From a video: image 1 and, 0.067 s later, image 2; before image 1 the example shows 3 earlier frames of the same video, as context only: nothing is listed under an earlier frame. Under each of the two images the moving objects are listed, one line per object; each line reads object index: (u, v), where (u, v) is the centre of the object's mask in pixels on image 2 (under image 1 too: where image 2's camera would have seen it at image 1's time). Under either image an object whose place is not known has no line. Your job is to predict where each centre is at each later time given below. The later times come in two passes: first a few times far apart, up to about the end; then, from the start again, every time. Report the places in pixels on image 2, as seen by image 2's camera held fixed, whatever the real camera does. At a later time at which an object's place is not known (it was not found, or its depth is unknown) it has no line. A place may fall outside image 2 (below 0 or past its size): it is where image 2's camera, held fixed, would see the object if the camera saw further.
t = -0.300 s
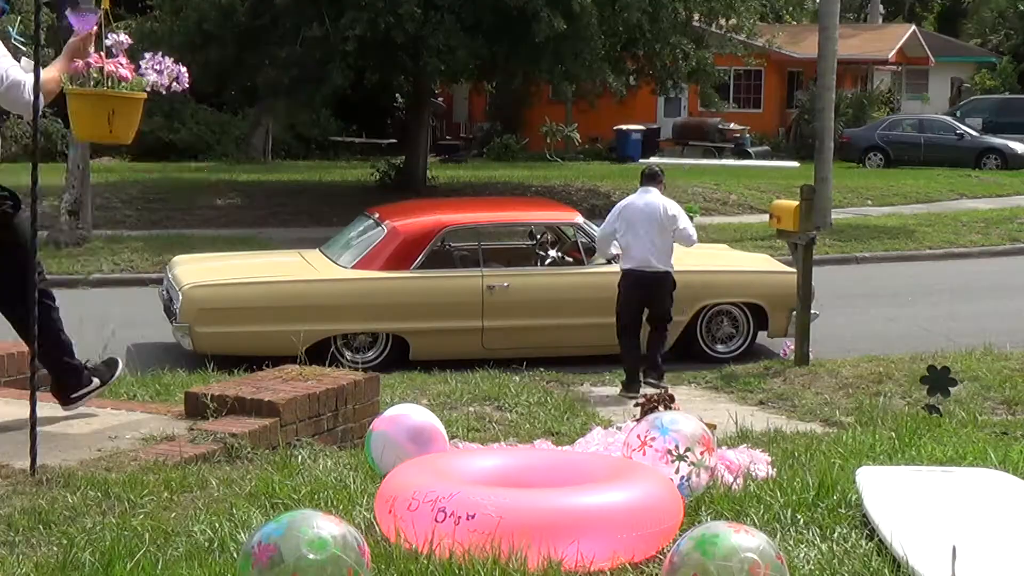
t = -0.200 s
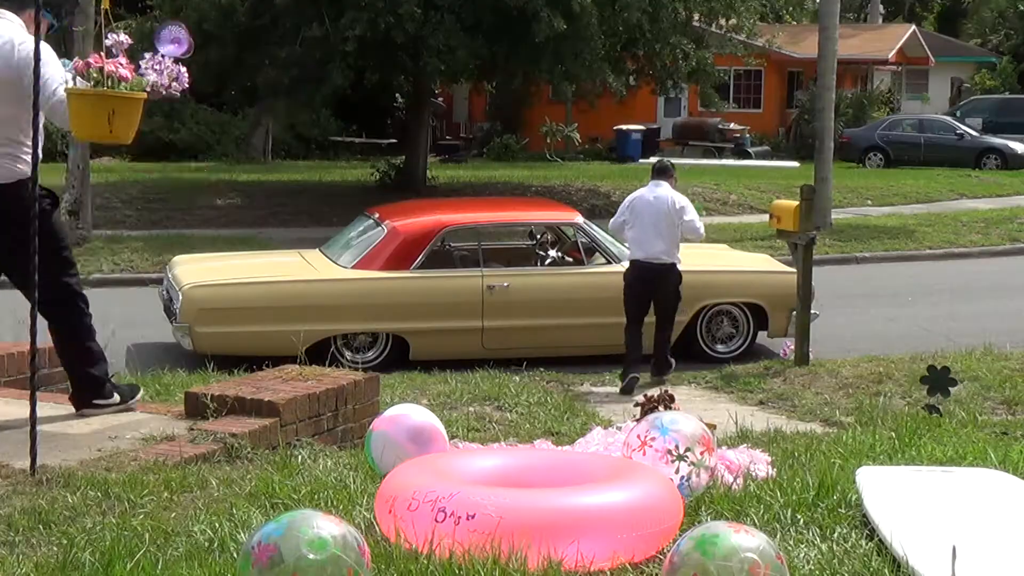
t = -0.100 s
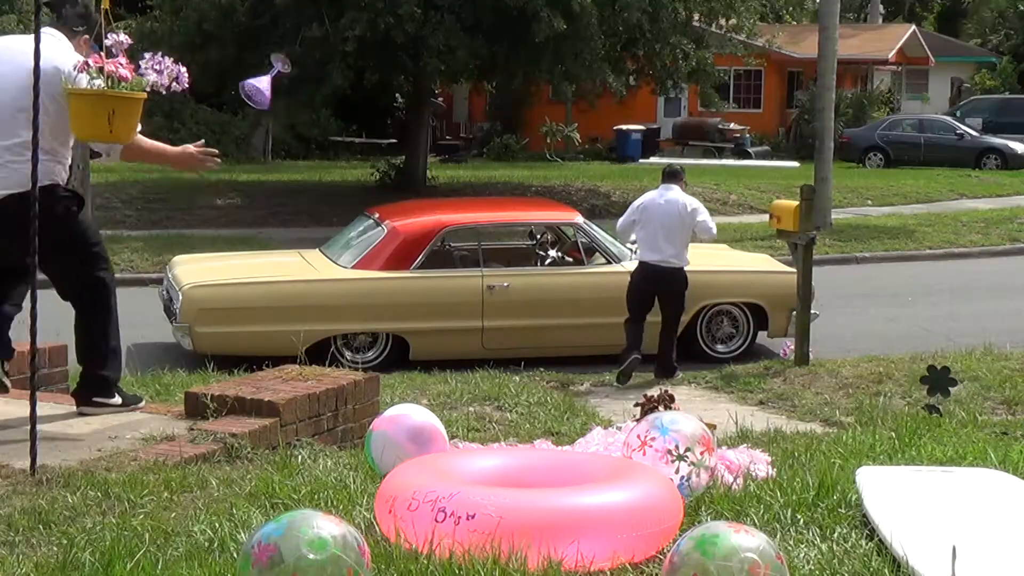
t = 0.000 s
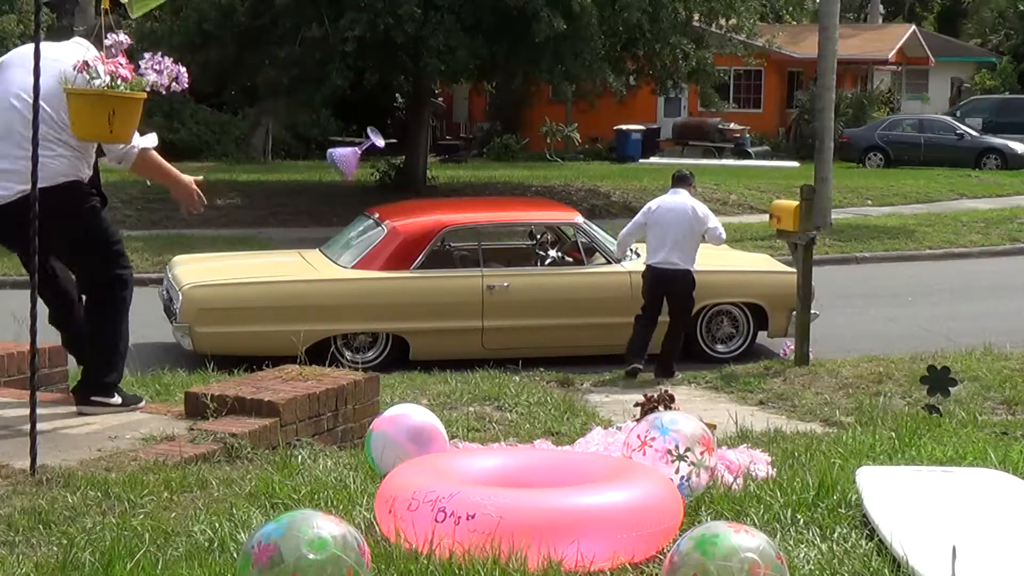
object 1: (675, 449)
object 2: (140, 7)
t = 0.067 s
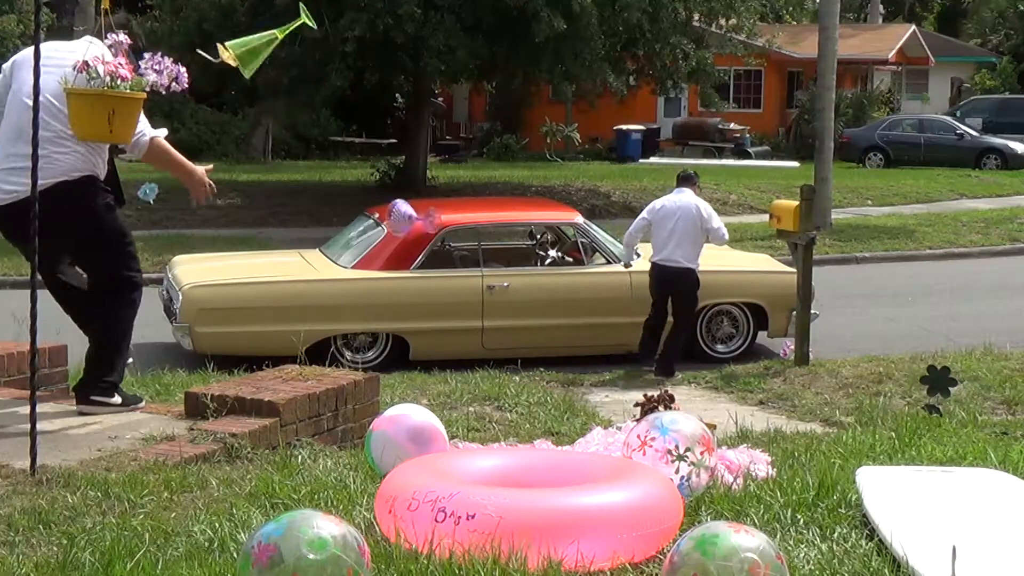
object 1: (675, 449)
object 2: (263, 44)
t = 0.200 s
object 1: (675, 449)
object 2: (452, 189)
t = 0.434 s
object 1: (689, 450)
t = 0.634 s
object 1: (717, 389)
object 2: (822, 505)
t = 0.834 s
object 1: (739, 402)
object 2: (843, 519)
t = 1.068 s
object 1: (760, 425)
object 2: (846, 520)
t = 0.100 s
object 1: (675, 449)
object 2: (311, 76)
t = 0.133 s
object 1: (675, 449)
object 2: (361, 111)
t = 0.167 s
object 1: (675, 449)
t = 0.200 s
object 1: (675, 449)
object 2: (452, 189)
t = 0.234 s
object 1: (675, 449)
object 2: (498, 233)
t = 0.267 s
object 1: (675, 449)
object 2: (541, 278)
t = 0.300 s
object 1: (675, 449)
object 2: (583, 327)
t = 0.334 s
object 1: (675, 449)
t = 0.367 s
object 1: (680, 453)
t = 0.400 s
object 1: (679, 462)
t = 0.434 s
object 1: (689, 450)
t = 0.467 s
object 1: (694, 438)
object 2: (751, 511)
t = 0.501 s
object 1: (699, 425)
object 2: (766, 508)
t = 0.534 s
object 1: (705, 408)
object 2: (781, 502)
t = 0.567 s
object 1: (709, 401)
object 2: (797, 498)
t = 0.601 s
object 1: (713, 394)
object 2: (799, 506)
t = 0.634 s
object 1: (717, 389)
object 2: (822, 505)
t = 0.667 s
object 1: (721, 385)
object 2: (834, 513)
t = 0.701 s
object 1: (723, 386)
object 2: (841, 519)
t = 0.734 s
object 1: (726, 387)
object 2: (844, 518)
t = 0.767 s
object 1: (733, 389)
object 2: (838, 519)
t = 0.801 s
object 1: (736, 395)
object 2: (840, 519)
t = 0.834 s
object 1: (739, 402)
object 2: (843, 519)
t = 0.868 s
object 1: (742, 411)
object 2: (845, 520)
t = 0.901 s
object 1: (744, 419)
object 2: (846, 520)
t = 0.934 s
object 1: (746, 435)
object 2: (847, 520)
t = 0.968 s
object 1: (748, 439)
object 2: (847, 520)
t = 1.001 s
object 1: (752, 436)
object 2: (847, 520)
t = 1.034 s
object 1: (757, 428)
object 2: (847, 520)
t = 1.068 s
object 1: (760, 425)
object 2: (846, 520)
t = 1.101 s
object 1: (763, 423)
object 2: (846, 520)
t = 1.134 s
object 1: (766, 424)
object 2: (846, 520)
